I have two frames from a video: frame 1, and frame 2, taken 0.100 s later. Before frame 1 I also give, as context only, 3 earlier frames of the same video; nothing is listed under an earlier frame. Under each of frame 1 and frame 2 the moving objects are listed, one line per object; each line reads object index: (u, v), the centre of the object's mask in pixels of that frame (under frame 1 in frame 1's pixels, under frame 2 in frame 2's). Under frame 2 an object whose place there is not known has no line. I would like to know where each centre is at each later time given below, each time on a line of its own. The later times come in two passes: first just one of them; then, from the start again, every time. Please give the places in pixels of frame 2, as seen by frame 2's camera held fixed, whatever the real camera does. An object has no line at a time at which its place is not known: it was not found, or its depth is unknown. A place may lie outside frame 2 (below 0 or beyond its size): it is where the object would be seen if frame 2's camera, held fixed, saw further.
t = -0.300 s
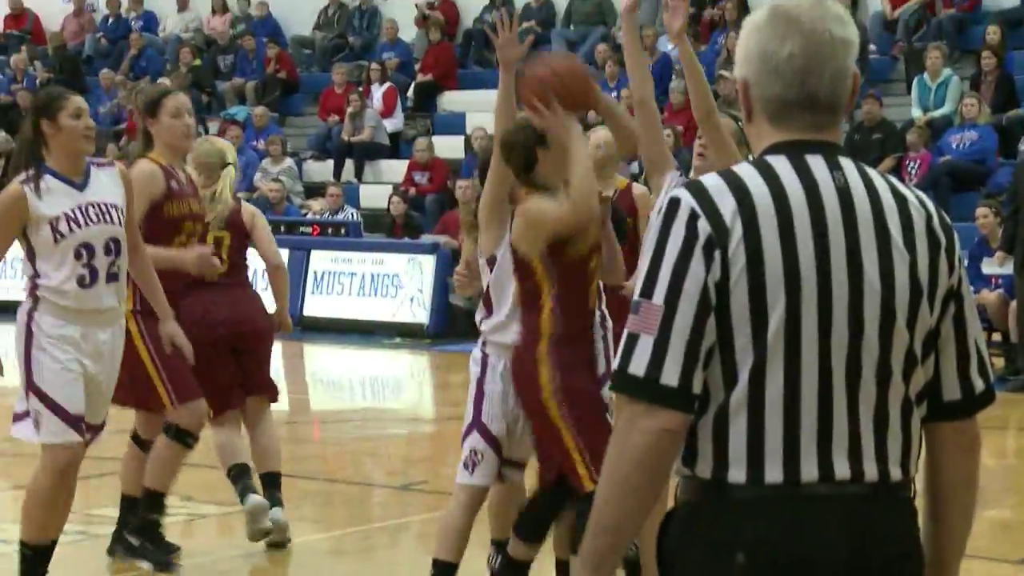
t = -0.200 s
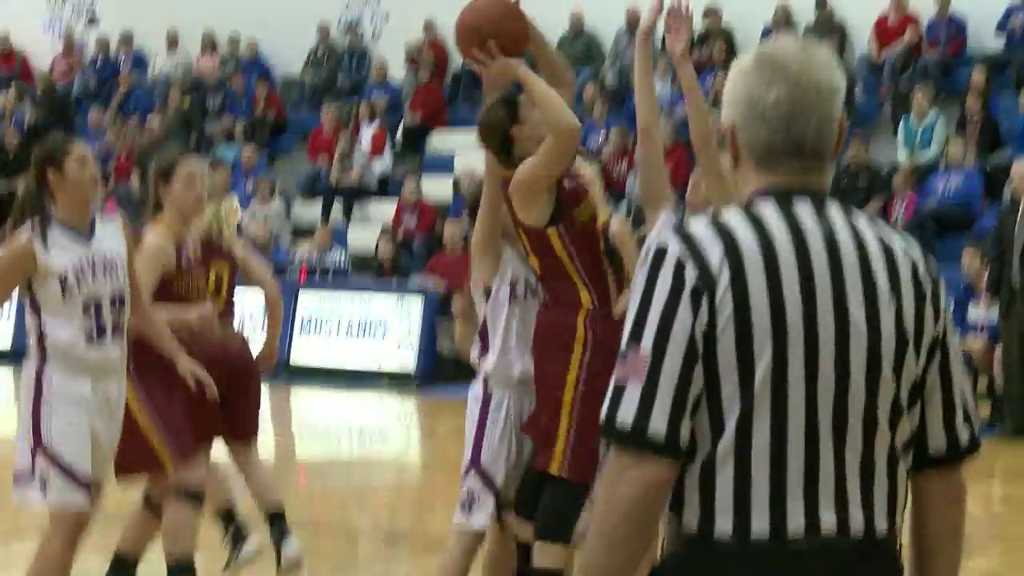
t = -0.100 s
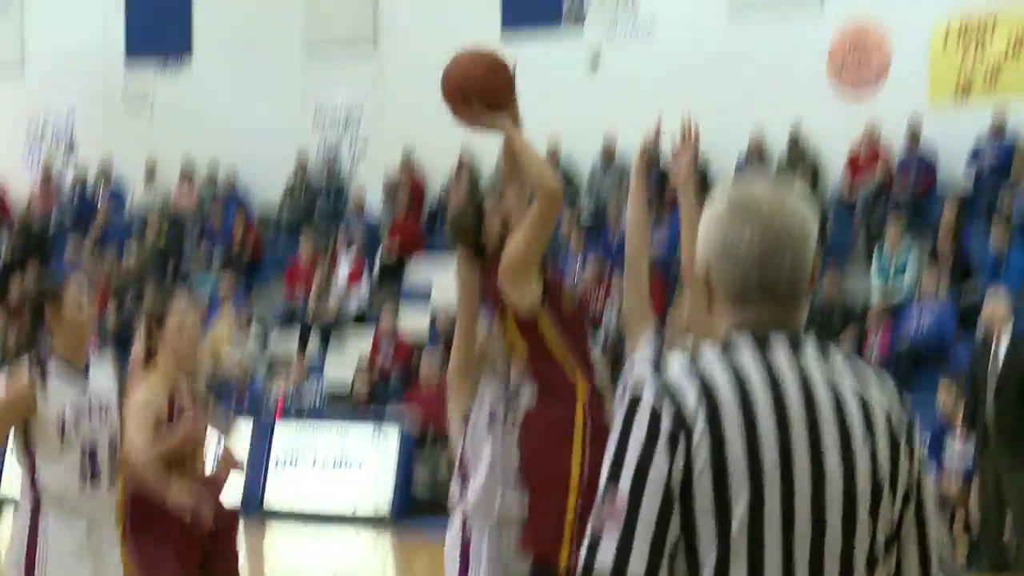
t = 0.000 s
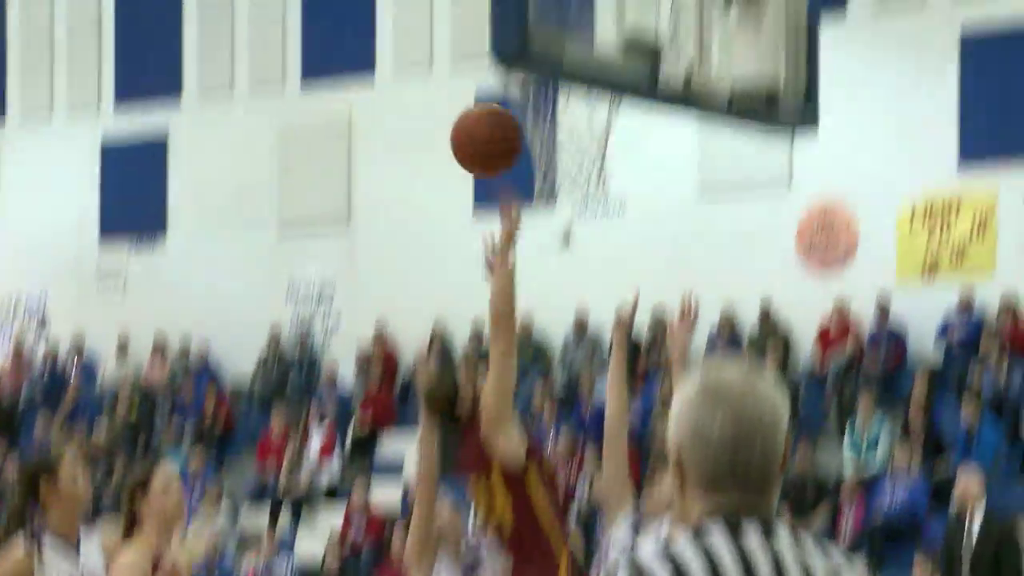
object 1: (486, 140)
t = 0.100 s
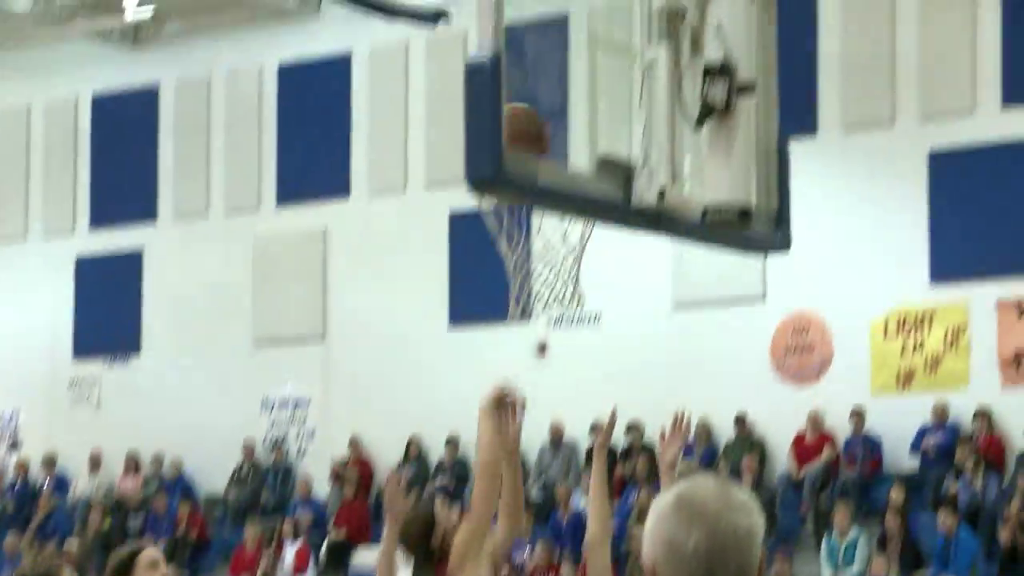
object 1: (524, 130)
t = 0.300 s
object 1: (544, 72)
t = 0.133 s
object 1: (533, 107)
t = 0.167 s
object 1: (538, 88)
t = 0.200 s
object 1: (539, 78)
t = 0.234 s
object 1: (540, 73)
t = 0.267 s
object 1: (542, 71)
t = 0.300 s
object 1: (544, 72)
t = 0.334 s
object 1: (545, 75)
